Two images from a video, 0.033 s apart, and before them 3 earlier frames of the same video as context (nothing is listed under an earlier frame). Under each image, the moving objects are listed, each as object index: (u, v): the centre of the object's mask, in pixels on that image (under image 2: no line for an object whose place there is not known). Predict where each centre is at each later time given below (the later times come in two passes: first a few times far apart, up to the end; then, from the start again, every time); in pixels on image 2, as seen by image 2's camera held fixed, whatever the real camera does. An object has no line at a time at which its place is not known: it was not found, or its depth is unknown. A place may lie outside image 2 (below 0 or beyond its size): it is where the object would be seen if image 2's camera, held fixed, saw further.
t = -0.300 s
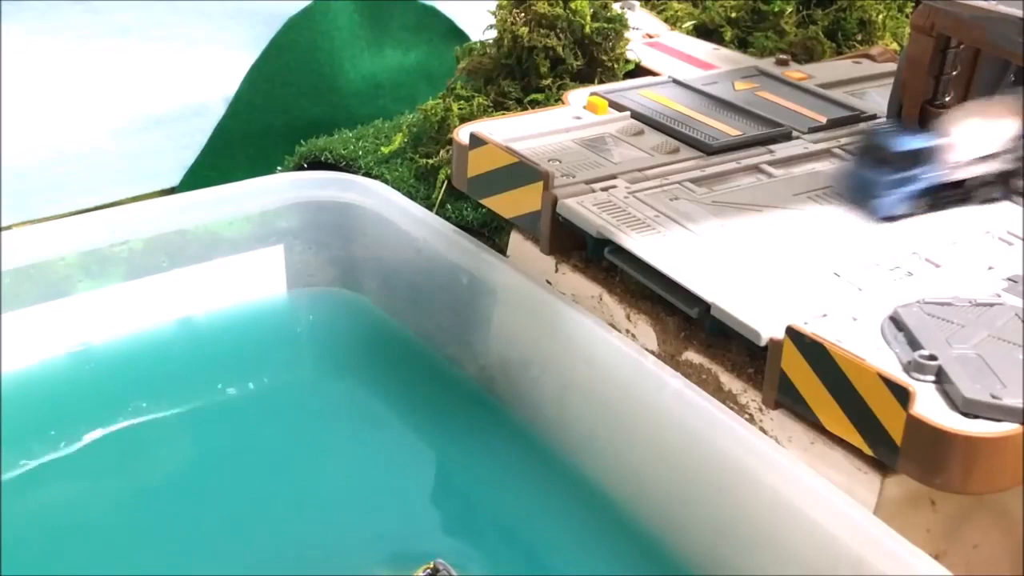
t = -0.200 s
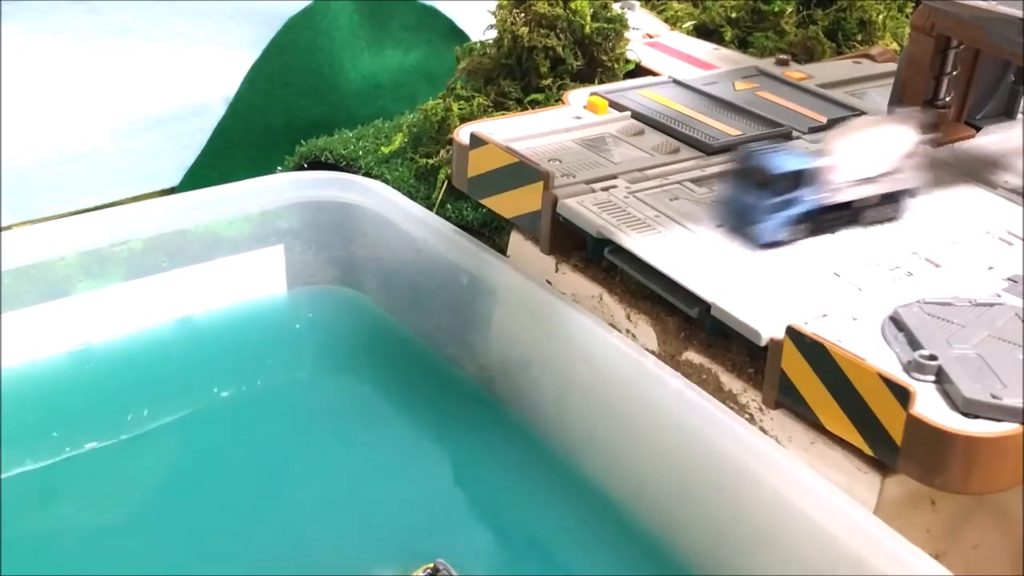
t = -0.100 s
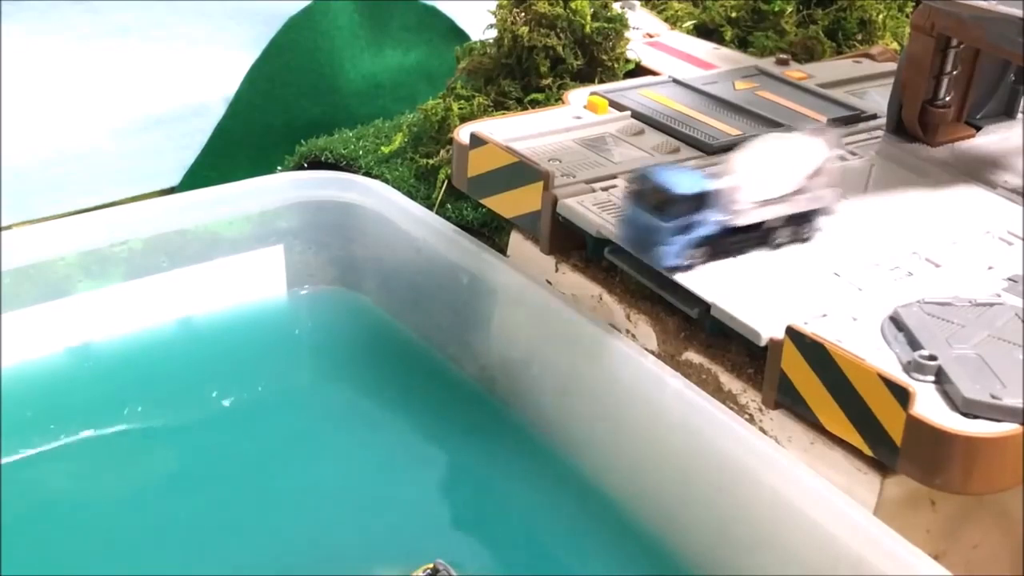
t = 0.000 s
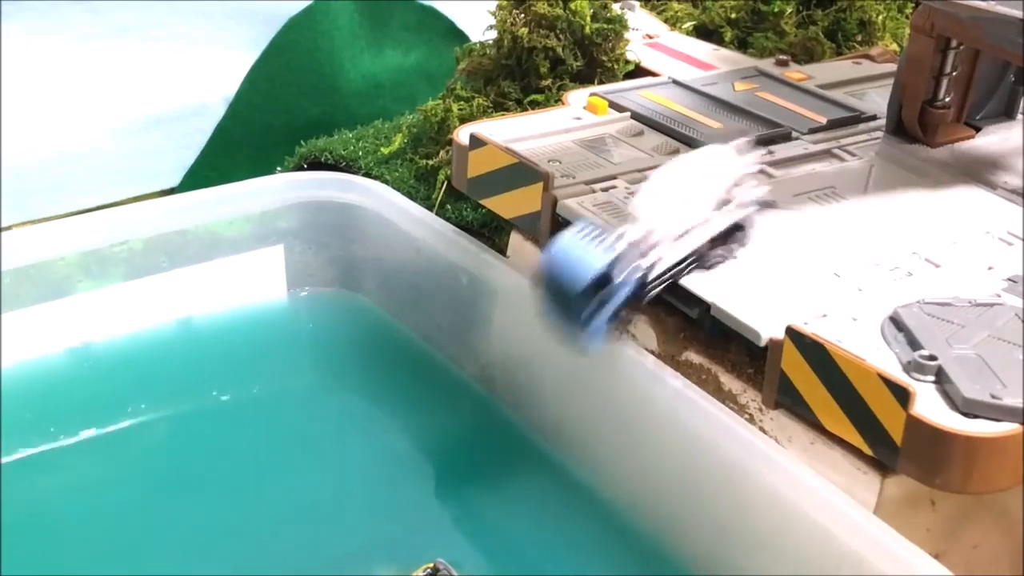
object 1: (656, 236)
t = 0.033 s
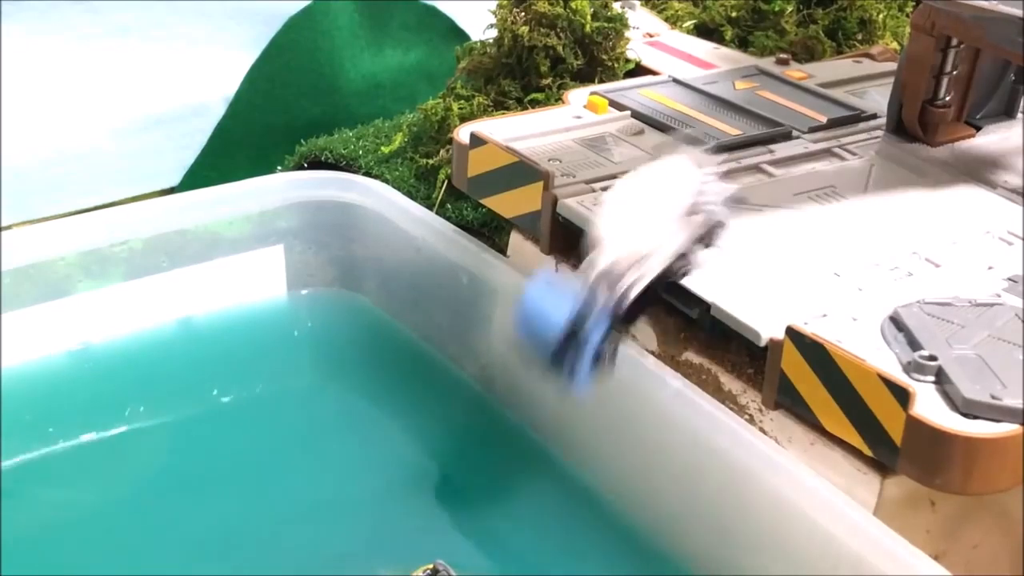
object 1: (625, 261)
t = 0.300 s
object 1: (515, 515)
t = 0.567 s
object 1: (549, 525)
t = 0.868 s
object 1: (522, 542)
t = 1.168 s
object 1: (522, 544)
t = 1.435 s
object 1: (518, 539)
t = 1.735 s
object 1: (516, 540)
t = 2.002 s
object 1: (515, 541)
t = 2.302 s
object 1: (516, 541)
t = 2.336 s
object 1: (516, 541)
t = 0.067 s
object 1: (586, 309)
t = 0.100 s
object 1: (551, 388)
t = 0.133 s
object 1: (492, 462)
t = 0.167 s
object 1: (456, 515)
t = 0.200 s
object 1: (483, 521)
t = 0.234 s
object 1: (497, 520)
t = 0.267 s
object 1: (509, 519)
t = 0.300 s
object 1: (515, 515)
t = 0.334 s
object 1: (526, 515)
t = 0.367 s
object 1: (532, 513)
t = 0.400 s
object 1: (538, 513)
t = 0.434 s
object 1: (541, 516)
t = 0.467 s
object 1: (547, 515)
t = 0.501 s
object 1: (551, 518)
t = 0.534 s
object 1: (551, 523)
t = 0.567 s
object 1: (549, 525)
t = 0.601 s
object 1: (544, 526)
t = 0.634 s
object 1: (536, 528)
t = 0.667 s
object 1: (528, 529)
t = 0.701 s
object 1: (519, 530)
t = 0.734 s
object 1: (512, 533)
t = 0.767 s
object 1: (515, 534)
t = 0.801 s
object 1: (518, 537)
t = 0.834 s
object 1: (520, 540)
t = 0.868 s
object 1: (522, 542)
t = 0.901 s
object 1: (523, 544)
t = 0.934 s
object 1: (523, 545)
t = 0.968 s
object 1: (523, 545)
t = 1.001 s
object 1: (523, 545)
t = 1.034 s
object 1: (523, 545)
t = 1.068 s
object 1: (523, 545)
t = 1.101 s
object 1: (523, 545)
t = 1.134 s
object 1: (523, 545)
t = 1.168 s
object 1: (522, 544)
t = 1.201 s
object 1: (522, 543)
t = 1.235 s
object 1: (520, 542)
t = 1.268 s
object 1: (518, 540)
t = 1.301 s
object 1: (517, 538)
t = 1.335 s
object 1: (516, 537)
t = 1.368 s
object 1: (516, 537)
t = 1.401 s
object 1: (517, 538)
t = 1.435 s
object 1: (518, 539)
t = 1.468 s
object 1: (518, 540)
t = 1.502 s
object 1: (518, 541)
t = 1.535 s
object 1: (517, 542)
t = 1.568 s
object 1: (517, 541)
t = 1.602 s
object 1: (516, 541)
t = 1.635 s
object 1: (516, 540)
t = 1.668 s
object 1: (516, 540)
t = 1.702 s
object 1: (517, 539)
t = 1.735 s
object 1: (516, 540)
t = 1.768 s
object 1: (516, 541)
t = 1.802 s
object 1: (516, 541)
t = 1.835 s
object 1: (516, 541)
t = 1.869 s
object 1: (516, 541)
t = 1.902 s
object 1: (516, 541)
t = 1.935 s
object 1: (515, 541)
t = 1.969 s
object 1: (515, 541)
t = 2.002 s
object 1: (515, 541)
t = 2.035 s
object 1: (515, 540)
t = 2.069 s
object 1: (516, 542)
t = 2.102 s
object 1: (516, 540)
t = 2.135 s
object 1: (516, 540)
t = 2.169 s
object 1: (516, 541)
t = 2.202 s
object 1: (516, 541)
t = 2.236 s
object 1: (516, 541)
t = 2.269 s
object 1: (516, 541)
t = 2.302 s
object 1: (516, 541)
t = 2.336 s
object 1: (516, 541)
